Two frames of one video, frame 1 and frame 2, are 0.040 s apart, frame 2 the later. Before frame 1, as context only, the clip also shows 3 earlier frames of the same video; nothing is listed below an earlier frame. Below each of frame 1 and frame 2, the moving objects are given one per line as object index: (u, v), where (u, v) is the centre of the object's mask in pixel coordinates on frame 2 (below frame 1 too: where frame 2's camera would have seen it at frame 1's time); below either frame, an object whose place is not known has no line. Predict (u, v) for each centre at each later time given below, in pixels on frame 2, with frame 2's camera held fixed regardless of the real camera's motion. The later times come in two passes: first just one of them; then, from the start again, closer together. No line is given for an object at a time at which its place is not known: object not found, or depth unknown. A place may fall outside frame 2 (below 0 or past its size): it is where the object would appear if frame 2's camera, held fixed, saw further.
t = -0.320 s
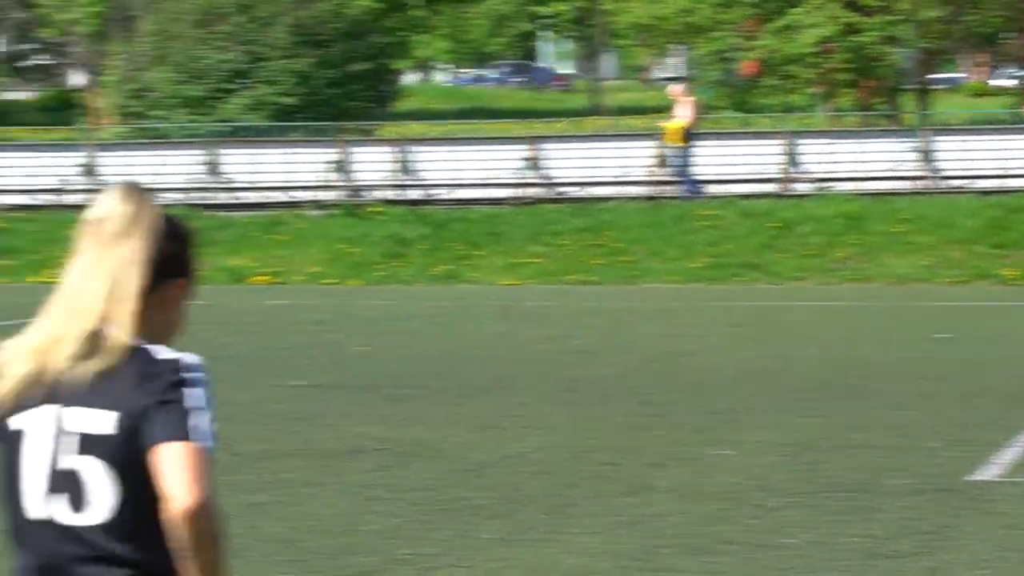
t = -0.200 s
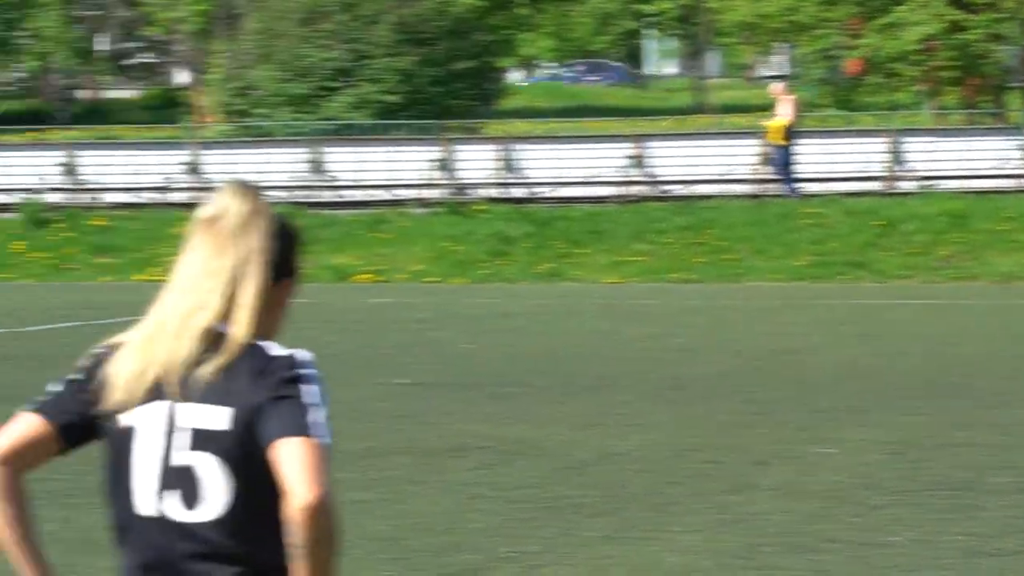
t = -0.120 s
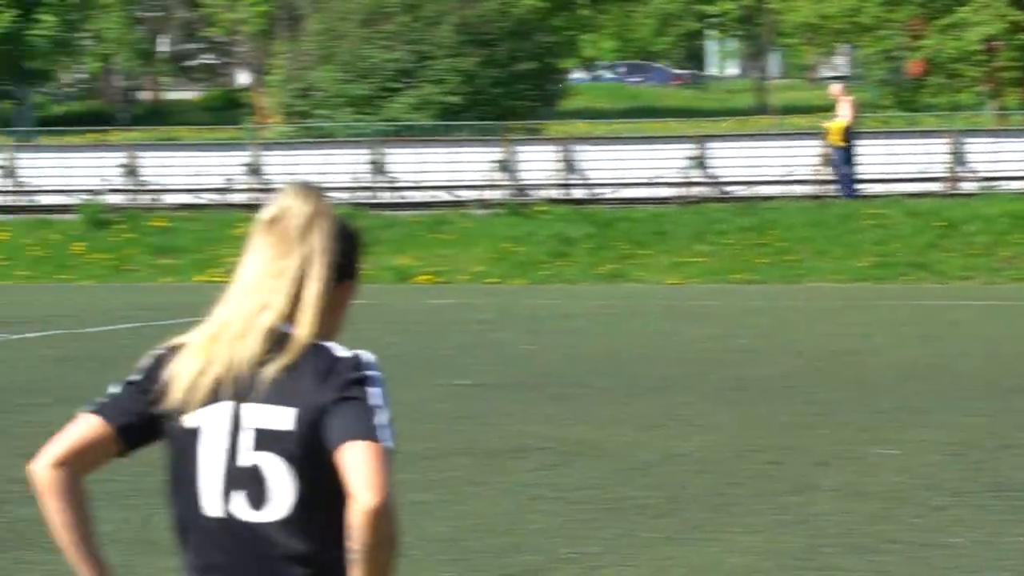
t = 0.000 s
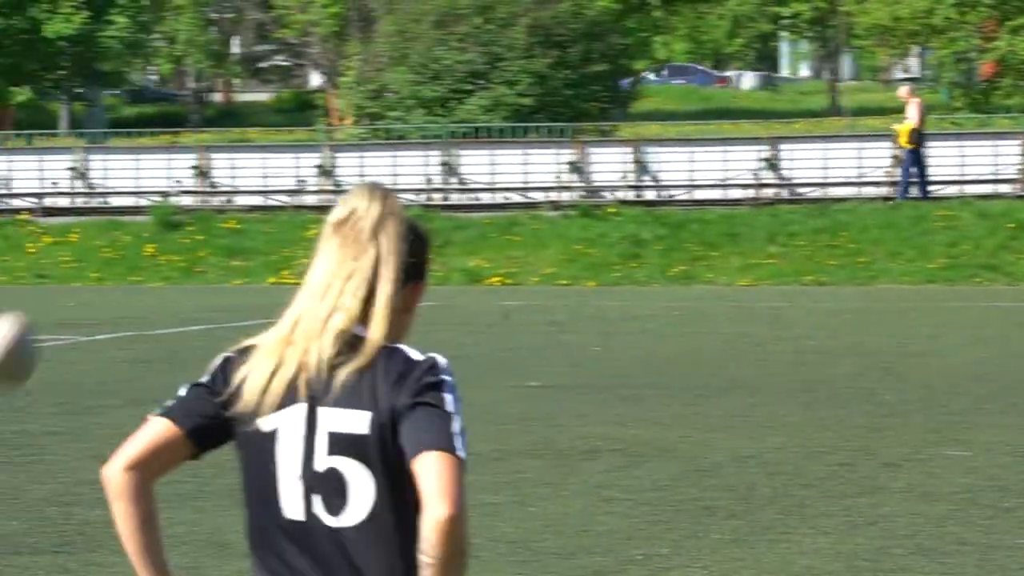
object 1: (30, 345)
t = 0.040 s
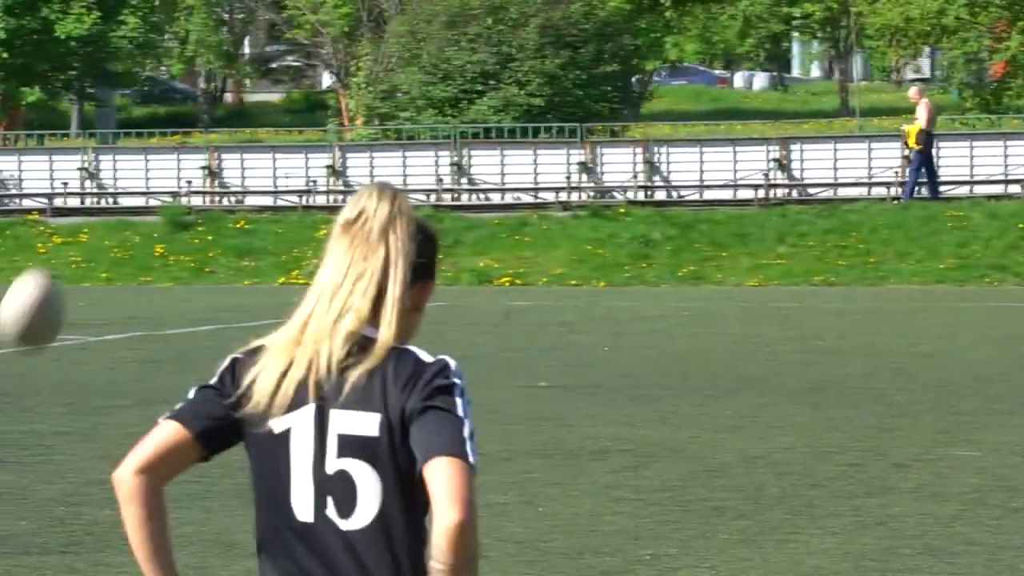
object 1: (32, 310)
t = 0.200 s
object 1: (100, 179)
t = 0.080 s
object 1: (47, 275)
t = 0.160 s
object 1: (82, 208)
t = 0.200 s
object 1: (100, 179)
